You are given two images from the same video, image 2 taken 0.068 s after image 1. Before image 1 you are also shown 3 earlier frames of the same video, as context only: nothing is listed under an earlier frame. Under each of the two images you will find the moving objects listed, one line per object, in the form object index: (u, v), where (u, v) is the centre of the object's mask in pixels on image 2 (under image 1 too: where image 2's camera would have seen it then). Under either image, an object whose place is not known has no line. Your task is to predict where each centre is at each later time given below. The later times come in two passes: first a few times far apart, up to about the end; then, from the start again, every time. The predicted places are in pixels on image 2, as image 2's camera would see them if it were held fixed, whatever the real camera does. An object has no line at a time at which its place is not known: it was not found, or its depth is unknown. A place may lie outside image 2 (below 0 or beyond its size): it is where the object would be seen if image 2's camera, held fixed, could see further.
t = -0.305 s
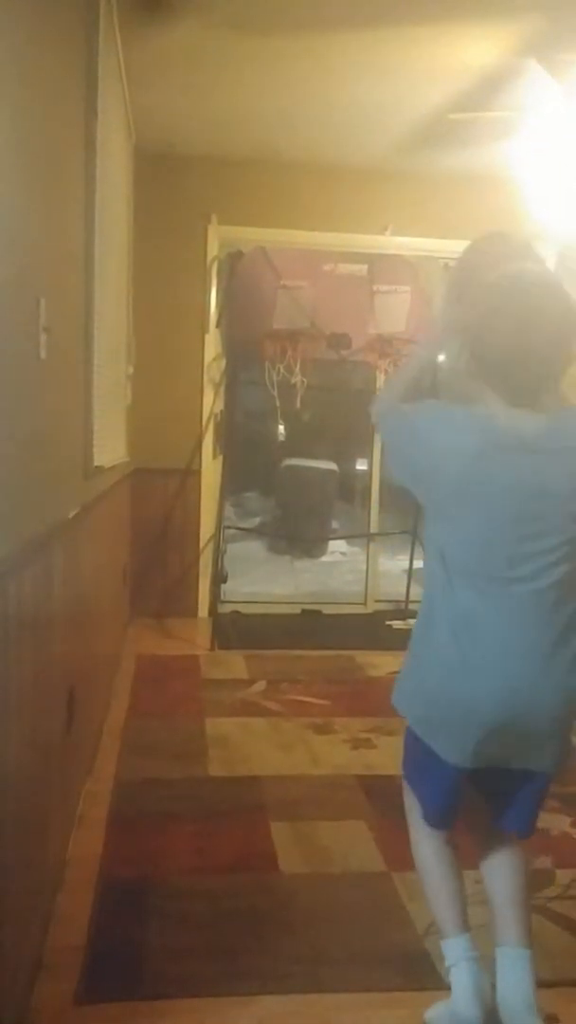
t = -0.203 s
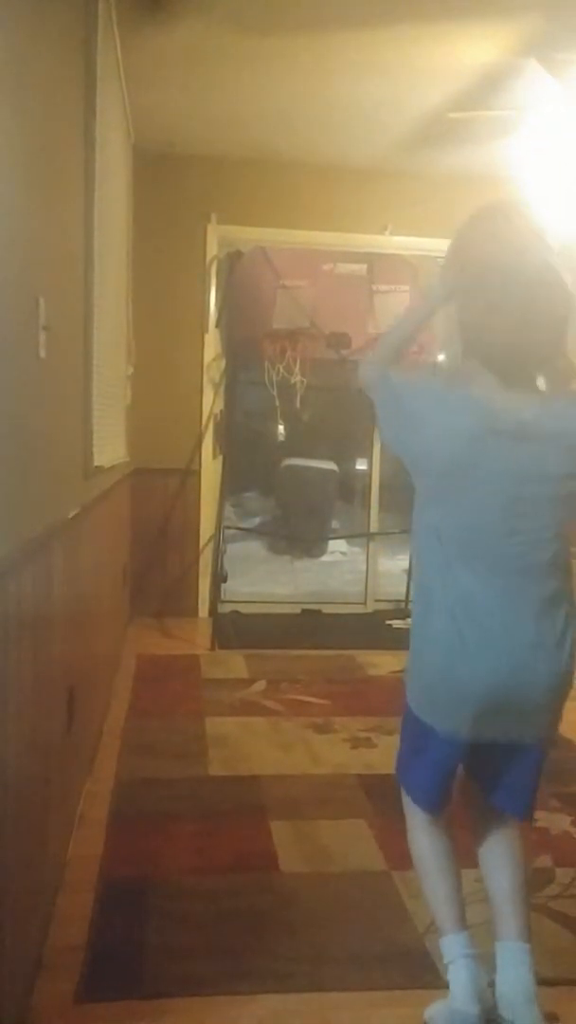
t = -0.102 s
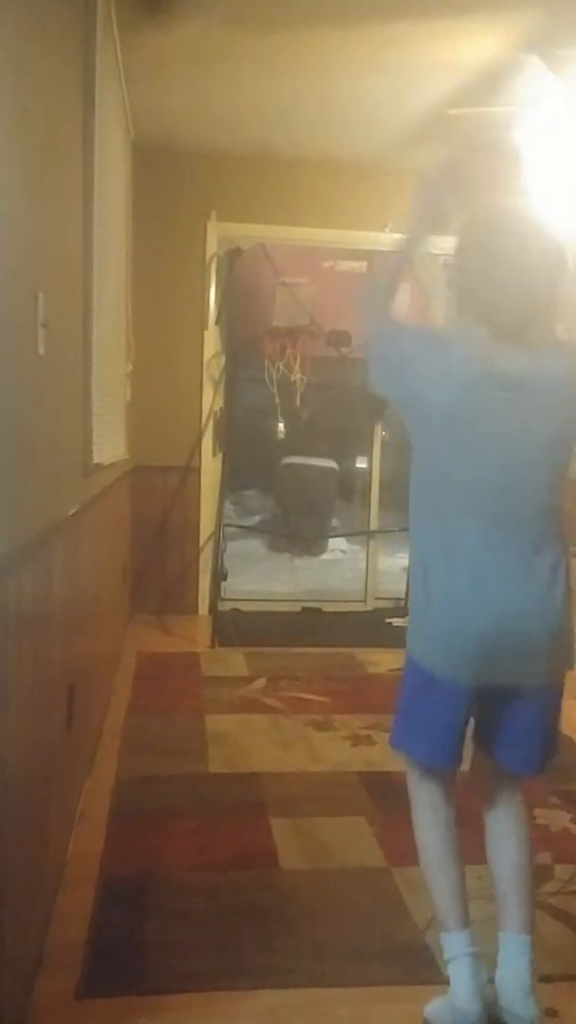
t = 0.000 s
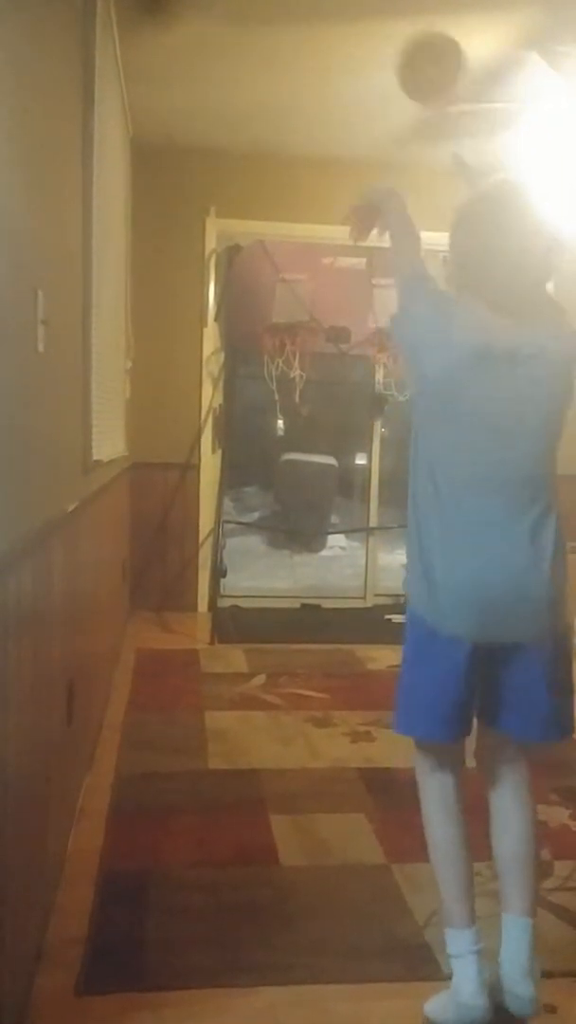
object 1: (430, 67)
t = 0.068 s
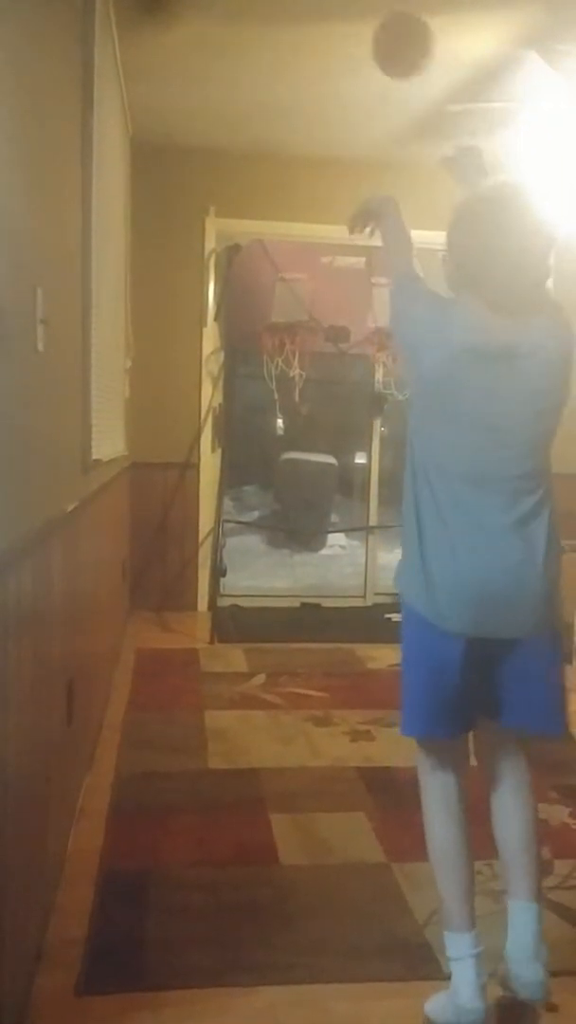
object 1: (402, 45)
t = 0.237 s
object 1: (353, 67)
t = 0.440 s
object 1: (317, 176)
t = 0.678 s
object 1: (284, 351)
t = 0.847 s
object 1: (273, 453)
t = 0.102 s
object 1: (391, 42)
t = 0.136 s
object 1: (380, 43)
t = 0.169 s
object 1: (370, 48)
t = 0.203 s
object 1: (361, 57)
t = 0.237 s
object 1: (353, 67)
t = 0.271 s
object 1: (344, 81)
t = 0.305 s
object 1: (337, 97)
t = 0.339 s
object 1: (329, 115)
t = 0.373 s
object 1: (324, 134)
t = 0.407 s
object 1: (321, 155)
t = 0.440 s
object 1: (317, 176)
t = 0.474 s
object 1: (310, 196)
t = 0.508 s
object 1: (302, 224)
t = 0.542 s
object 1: (299, 250)
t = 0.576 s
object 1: (296, 276)
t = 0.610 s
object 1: (291, 298)
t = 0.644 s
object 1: (288, 322)
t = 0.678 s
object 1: (284, 351)
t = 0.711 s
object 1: (280, 368)
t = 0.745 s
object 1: (279, 392)
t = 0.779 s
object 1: (276, 410)
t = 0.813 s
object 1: (274, 431)
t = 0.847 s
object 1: (273, 453)
